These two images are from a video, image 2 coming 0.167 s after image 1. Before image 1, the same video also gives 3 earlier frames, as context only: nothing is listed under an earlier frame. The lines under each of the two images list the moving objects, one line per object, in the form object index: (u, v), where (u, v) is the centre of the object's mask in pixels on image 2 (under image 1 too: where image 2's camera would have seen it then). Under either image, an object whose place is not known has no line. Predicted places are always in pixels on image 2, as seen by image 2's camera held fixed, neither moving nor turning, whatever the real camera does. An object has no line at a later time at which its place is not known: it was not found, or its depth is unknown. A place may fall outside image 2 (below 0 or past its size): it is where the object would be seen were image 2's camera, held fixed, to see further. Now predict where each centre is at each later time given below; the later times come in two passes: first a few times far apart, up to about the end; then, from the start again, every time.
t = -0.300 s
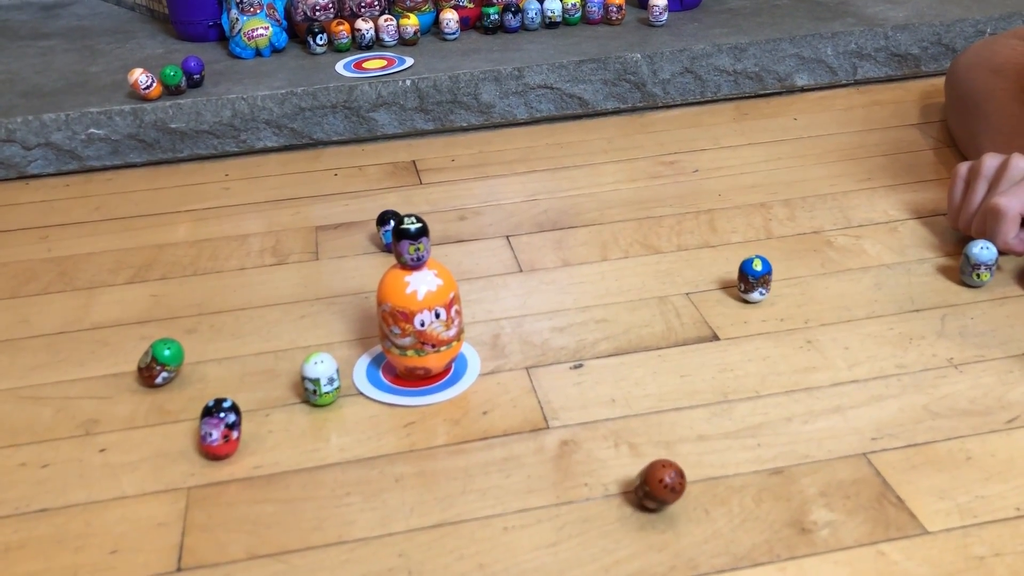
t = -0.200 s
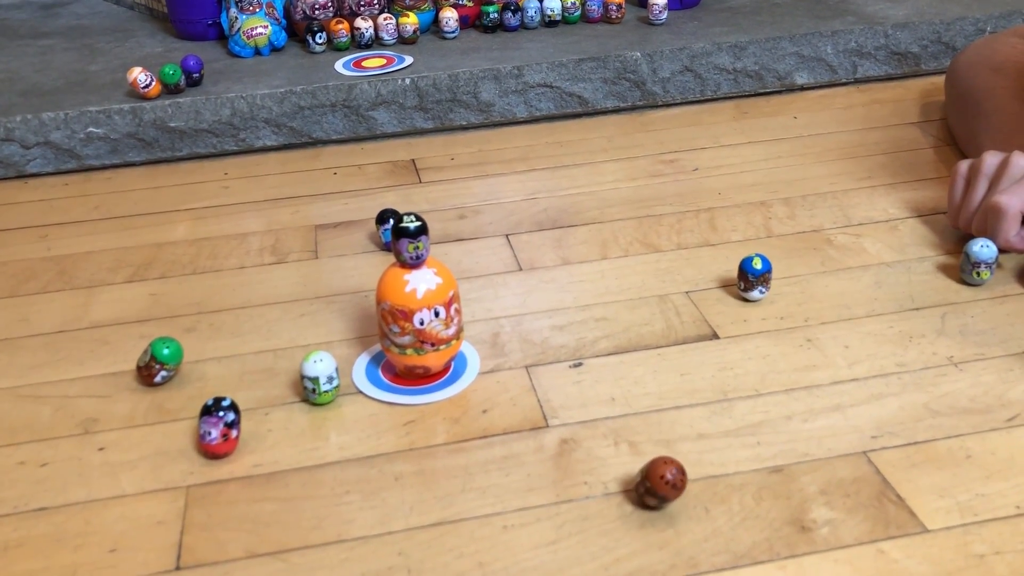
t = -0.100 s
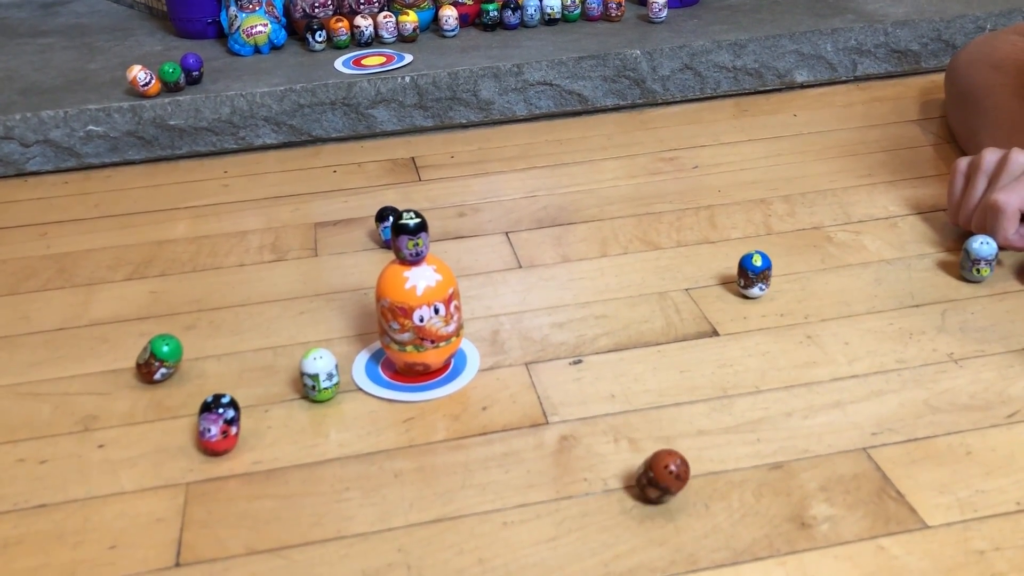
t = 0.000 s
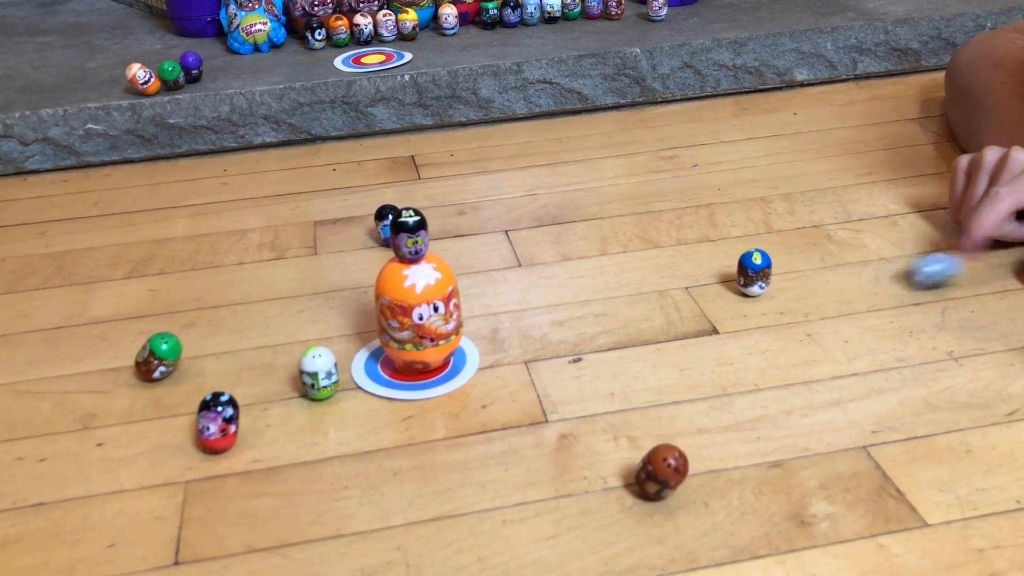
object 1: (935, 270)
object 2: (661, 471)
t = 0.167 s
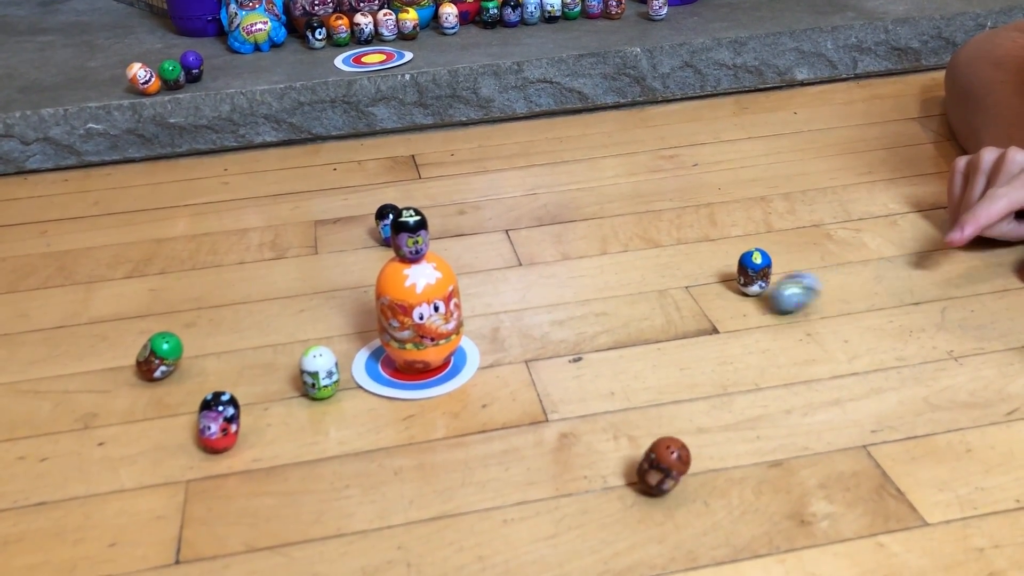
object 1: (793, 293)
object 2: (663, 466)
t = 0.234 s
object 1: (755, 295)
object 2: (664, 463)
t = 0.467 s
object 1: (633, 323)
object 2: (661, 449)
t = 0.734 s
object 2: (644, 460)
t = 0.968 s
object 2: (648, 455)
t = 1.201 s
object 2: (664, 457)
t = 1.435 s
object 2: (666, 454)
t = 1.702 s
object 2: (658, 452)
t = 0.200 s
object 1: (776, 295)
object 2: (663, 465)
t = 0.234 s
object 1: (755, 295)
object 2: (664, 463)
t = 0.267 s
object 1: (723, 297)
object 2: (664, 462)
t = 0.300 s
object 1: (697, 305)
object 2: (664, 460)
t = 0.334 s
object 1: (681, 309)
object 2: (664, 457)
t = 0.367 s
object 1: (671, 312)
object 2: (663, 455)
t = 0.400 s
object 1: (661, 318)
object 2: (662, 453)
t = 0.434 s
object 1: (651, 321)
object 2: (662, 451)
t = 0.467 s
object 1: (633, 323)
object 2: (661, 449)
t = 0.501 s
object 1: (611, 328)
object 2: (659, 449)
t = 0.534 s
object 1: (594, 333)
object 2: (658, 449)
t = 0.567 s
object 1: (583, 333)
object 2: (656, 450)
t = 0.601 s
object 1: (574, 330)
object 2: (654, 451)
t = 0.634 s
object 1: (566, 328)
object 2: (652, 452)
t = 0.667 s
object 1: (553, 325)
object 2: (651, 455)
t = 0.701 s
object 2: (649, 457)
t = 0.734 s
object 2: (644, 460)
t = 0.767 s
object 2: (641, 462)
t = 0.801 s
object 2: (639, 464)
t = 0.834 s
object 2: (638, 464)
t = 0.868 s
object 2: (638, 463)
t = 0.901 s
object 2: (640, 461)
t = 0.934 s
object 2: (645, 458)
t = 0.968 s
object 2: (648, 455)
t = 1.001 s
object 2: (649, 454)
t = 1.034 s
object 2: (652, 453)
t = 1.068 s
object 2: (654, 453)
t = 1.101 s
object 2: (658, 453)
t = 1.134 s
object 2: (660, 455)
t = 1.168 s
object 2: (662, 456)
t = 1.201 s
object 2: (664, 457)
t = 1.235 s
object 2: (665, 457)
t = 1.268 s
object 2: (666, 456)
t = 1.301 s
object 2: (666, 456)
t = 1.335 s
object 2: (666, 455)
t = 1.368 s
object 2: (666, 454)
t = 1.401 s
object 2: (666, 454)
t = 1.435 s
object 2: (666, 454)
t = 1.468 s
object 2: (666, 456)
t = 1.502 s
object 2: (665, 456)
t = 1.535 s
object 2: (664, 456)
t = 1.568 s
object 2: (663, 456)
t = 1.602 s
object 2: (661, 455)
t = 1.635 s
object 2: (659, 453)
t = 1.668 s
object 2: (659, 452)
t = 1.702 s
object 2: (658, 452)
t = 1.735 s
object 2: (657, 454)
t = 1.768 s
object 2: (656, 455)
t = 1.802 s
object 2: (656, 456)
